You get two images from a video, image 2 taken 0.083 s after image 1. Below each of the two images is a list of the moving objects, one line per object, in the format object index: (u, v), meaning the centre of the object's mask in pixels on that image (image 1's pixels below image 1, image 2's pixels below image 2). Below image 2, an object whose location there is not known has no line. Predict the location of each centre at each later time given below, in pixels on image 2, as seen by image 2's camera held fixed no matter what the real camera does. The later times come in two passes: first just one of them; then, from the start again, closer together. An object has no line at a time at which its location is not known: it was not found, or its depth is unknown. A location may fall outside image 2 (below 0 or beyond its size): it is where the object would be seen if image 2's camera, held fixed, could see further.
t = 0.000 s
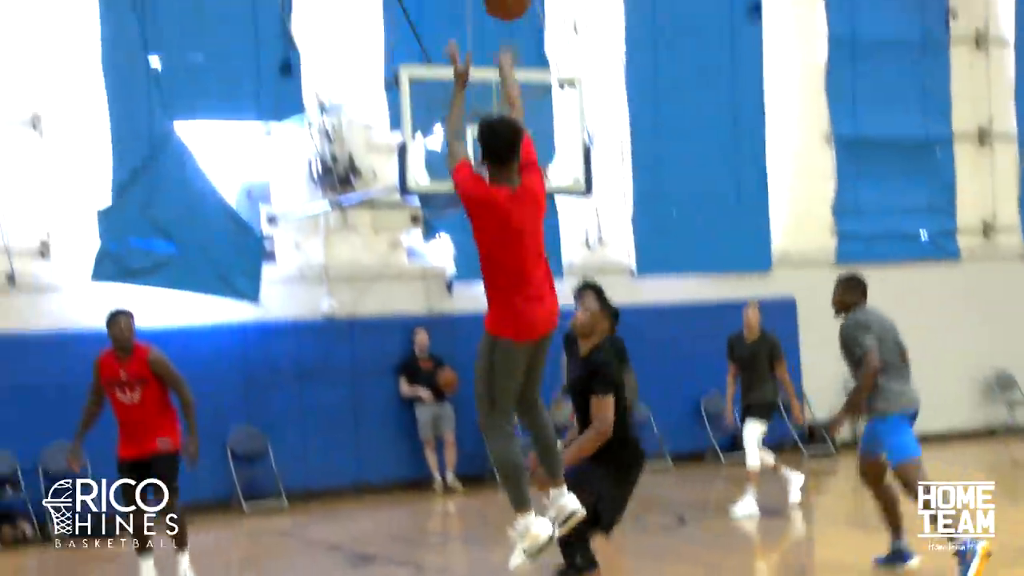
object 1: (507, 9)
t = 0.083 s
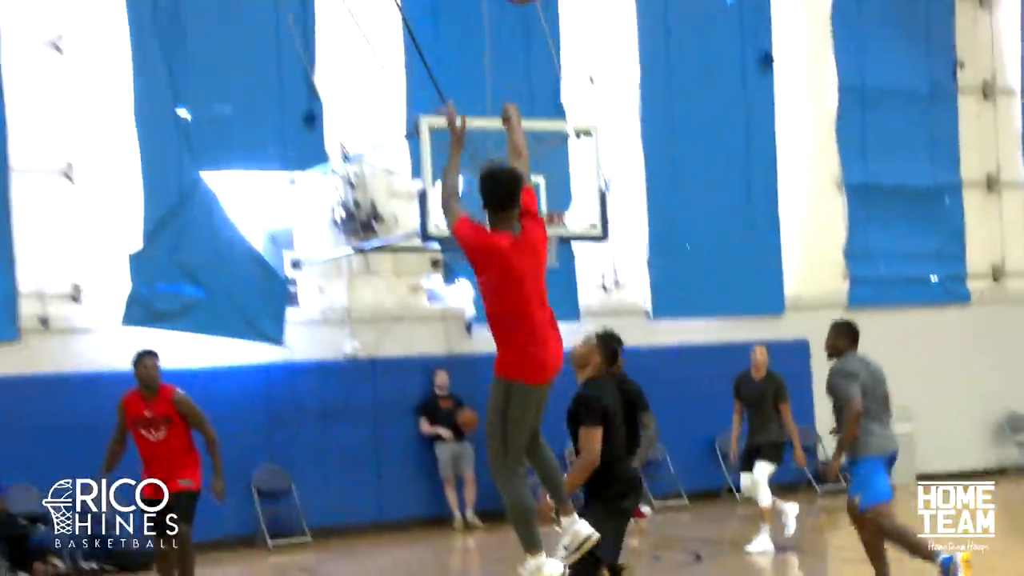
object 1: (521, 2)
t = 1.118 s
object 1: (540, 169)
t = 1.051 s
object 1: (537, 125)
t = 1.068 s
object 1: (537, 136)
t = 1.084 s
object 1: (538, 147)
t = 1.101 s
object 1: (539, 157)
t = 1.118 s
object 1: (540, 169)
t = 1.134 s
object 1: (539, 181)
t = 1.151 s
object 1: (540, 192)
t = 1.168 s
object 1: (540, 204)
